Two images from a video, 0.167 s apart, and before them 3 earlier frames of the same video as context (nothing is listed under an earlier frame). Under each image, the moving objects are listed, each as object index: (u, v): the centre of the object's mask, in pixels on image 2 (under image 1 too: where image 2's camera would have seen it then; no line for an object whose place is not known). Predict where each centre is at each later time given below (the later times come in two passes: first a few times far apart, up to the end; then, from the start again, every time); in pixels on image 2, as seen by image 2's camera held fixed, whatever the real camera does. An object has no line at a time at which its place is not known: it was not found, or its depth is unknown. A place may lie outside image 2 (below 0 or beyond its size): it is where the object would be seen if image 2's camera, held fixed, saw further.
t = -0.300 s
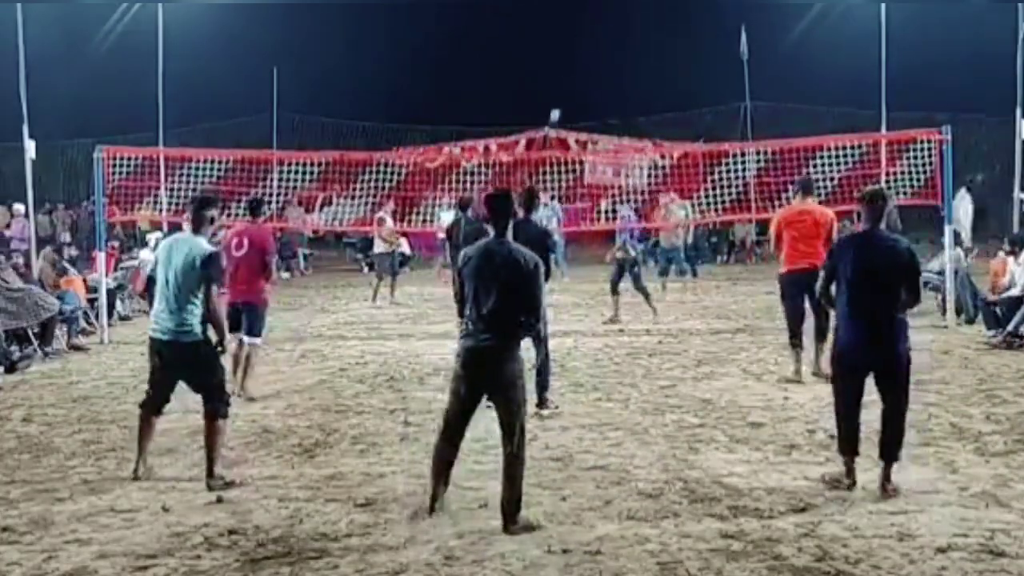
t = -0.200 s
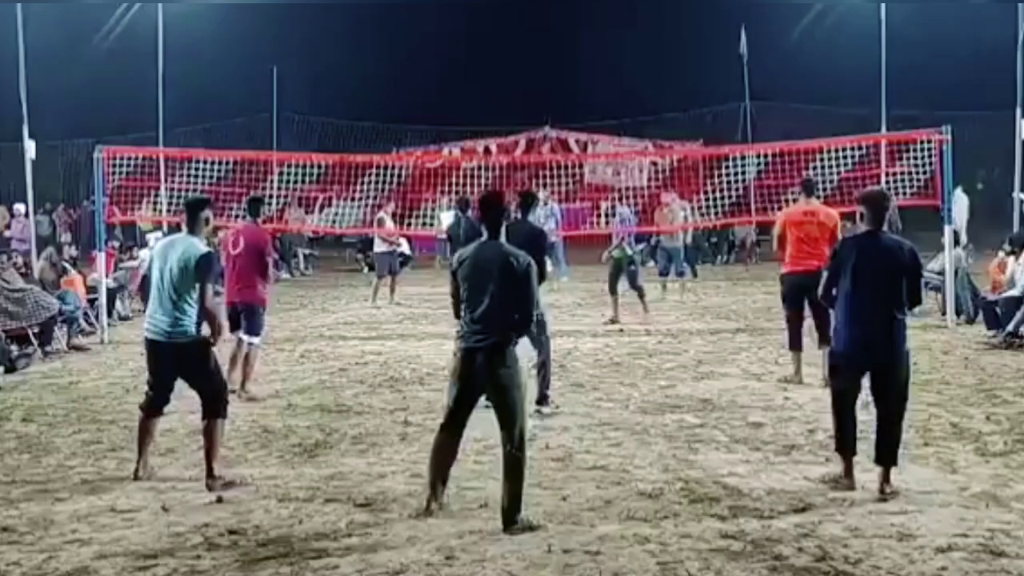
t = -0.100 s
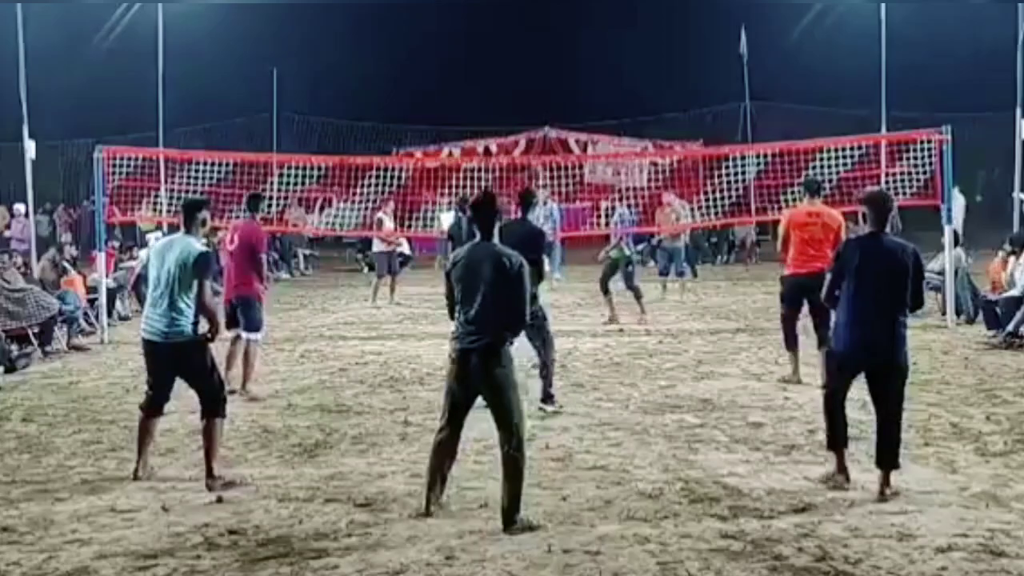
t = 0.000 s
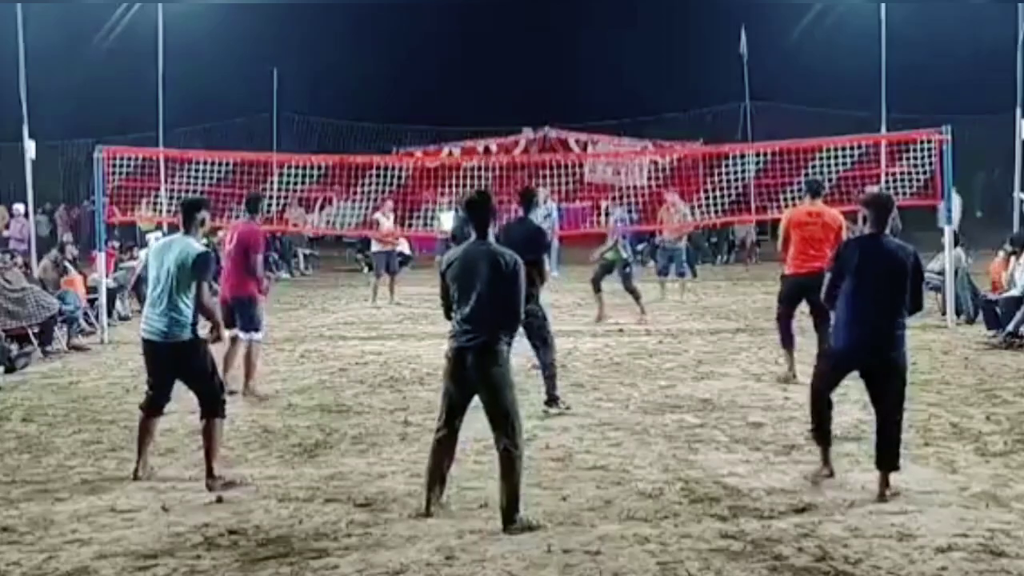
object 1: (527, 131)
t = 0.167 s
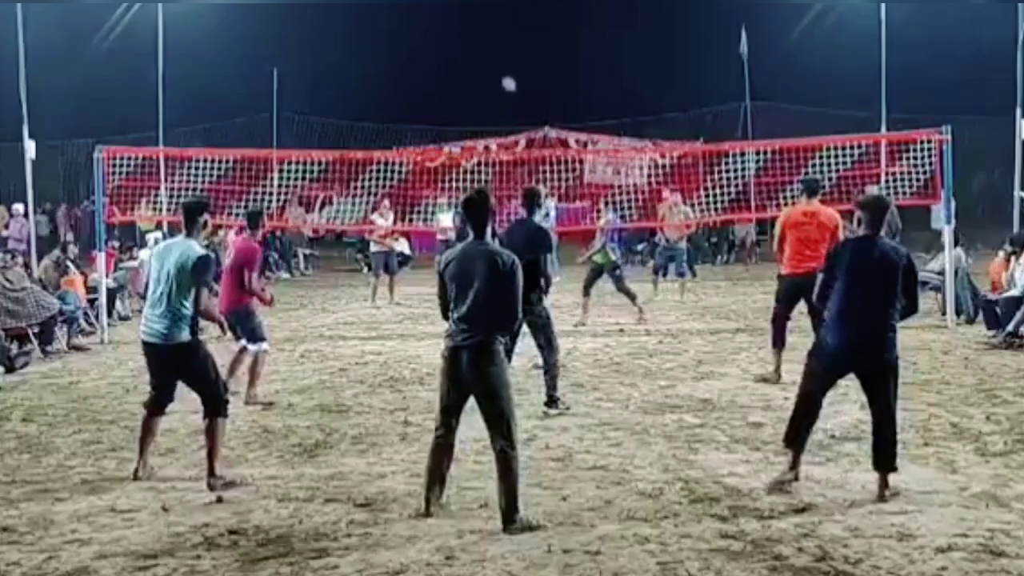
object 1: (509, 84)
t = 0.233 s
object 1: (500, 68)
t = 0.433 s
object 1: (467, 31)
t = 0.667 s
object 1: (413, 25)
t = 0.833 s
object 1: (362, 59)
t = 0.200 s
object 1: (505, 76)
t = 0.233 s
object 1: (500, 68)
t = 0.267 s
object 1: (495, 60)
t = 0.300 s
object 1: (490, 53)
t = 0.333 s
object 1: (485, 46)
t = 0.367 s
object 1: (479, 41)
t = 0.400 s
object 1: (473, 36)
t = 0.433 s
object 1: (467, 31)
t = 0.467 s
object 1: (461, 26)
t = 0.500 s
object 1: (454, 24)
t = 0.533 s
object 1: (447, 22)
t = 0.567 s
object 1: (439, 21)
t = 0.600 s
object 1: (431, 21)
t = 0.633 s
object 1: (423, 22)
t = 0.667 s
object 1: (413, 25)
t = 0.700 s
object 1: (404, 28)
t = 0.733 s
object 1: (395, 34)
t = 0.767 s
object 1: (384, 41)
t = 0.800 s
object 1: (373, 49)
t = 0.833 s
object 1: (362, 59)
